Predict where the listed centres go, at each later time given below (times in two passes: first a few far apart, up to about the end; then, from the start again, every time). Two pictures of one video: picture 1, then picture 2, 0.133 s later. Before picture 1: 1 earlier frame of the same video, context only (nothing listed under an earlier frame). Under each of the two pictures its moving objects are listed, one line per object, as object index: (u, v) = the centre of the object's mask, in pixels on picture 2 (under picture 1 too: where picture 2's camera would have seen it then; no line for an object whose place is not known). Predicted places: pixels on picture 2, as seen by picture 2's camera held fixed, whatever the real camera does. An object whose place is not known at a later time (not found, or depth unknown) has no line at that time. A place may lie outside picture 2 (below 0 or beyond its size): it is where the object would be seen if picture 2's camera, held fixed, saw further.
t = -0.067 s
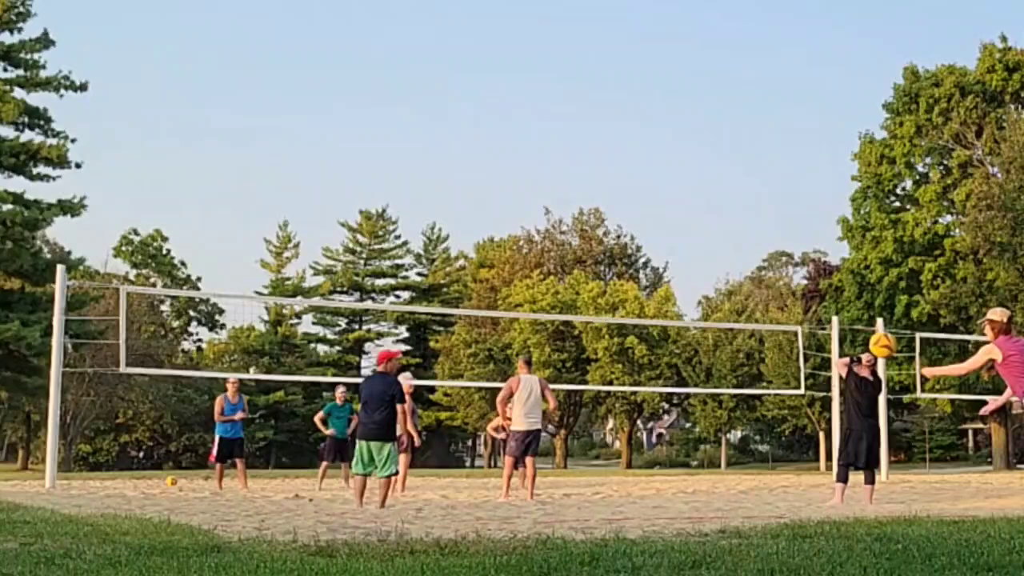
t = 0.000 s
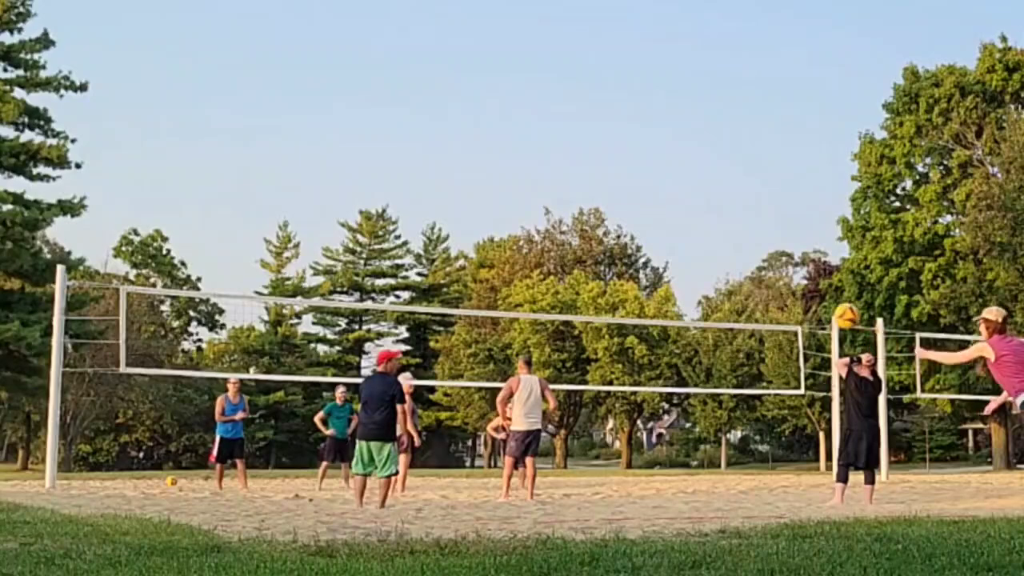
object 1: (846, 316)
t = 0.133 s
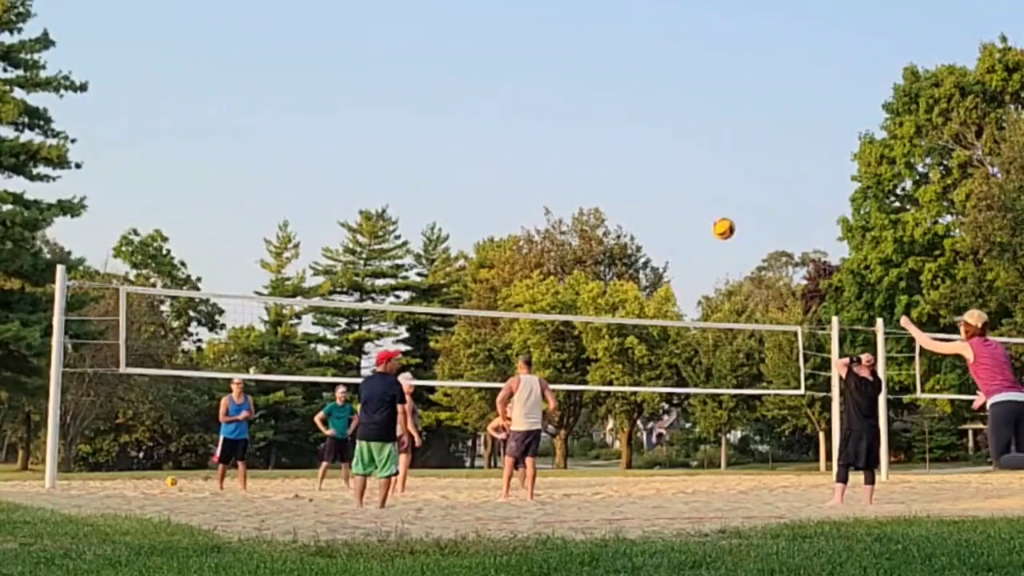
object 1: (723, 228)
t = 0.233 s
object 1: (648, 184)
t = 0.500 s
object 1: (495, 132)
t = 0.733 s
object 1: (399, 135)
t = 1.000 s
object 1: (312, 178)
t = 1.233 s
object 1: (246, 244)
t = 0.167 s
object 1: (697, 212)
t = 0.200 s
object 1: (672, 197)
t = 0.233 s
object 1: (648, 184)
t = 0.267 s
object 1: (625, 173)
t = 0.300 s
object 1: (604, 163)
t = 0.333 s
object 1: (583, 155)
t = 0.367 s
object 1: (564, 147)
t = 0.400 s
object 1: (546, 142)
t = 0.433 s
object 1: (528, 137)
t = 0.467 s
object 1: (511, 134)
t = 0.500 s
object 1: (495, 132)
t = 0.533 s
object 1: (480, 129)
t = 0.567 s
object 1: (465, 129)
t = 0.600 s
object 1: (451, 129)
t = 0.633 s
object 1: (437, 130)
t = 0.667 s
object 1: (425, 131)
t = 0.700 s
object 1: (411, 133)
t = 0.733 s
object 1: (399, 135)
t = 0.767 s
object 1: (387, 139)
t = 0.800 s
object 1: (376, 143)
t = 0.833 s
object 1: (364, 147)
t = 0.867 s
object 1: (353, 152)
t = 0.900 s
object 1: (342, 157)
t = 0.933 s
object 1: (332, 164)
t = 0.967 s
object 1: (322, 171)
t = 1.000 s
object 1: (312, 178)
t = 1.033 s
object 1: (301, 186)
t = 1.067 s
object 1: (292, 194)
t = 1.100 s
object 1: (282, 203)
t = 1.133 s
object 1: (273, 213)
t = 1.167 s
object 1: (264, 223)
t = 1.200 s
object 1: (256, 233)
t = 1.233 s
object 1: (246, 244)
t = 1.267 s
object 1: (238, 255)
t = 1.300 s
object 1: (229, 268)
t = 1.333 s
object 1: (221, 280)
